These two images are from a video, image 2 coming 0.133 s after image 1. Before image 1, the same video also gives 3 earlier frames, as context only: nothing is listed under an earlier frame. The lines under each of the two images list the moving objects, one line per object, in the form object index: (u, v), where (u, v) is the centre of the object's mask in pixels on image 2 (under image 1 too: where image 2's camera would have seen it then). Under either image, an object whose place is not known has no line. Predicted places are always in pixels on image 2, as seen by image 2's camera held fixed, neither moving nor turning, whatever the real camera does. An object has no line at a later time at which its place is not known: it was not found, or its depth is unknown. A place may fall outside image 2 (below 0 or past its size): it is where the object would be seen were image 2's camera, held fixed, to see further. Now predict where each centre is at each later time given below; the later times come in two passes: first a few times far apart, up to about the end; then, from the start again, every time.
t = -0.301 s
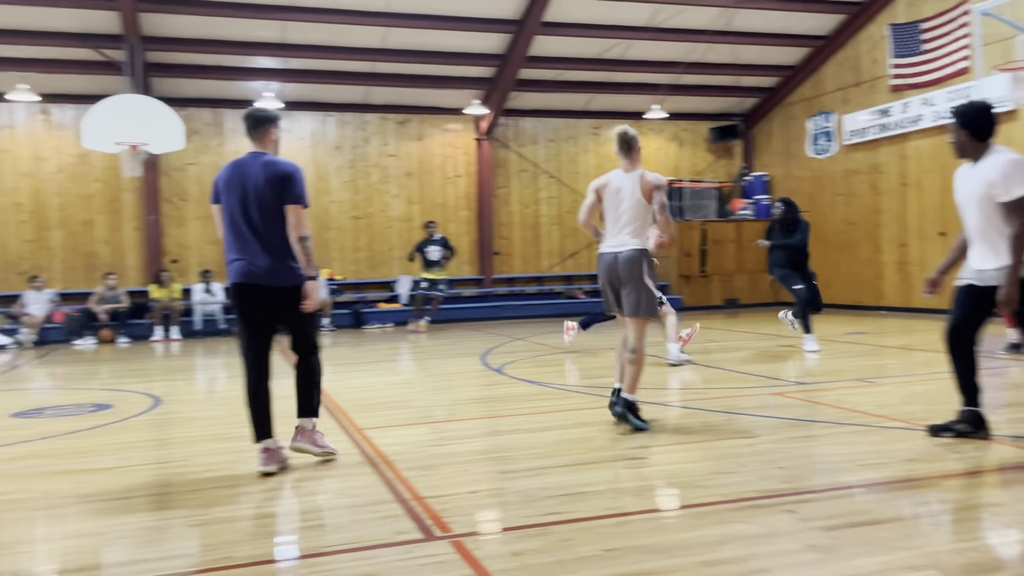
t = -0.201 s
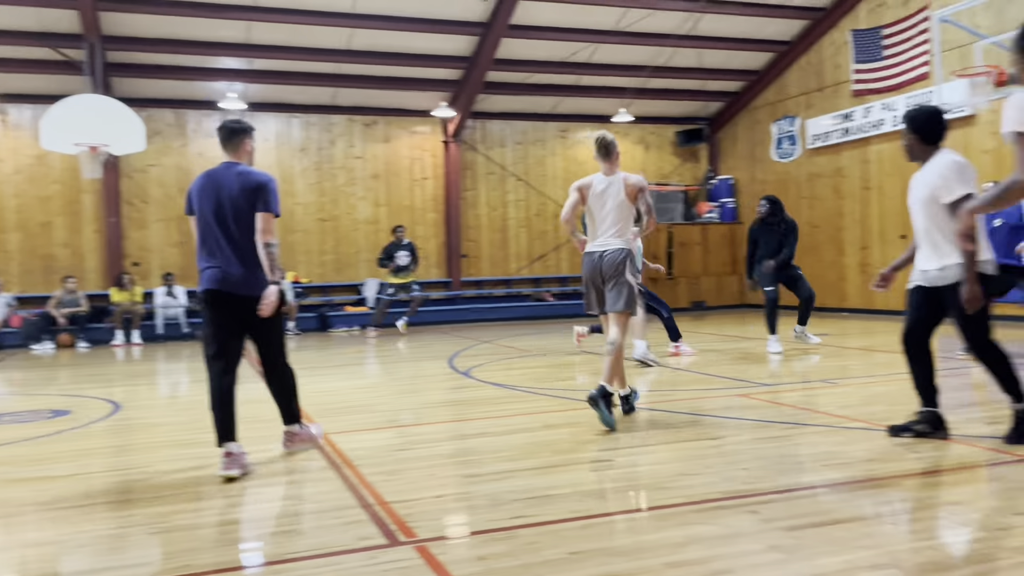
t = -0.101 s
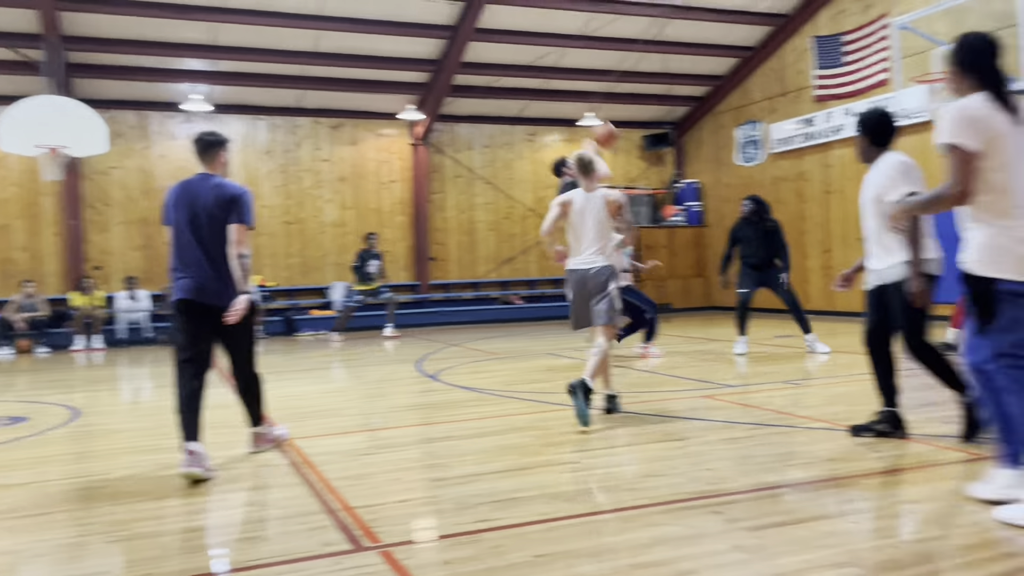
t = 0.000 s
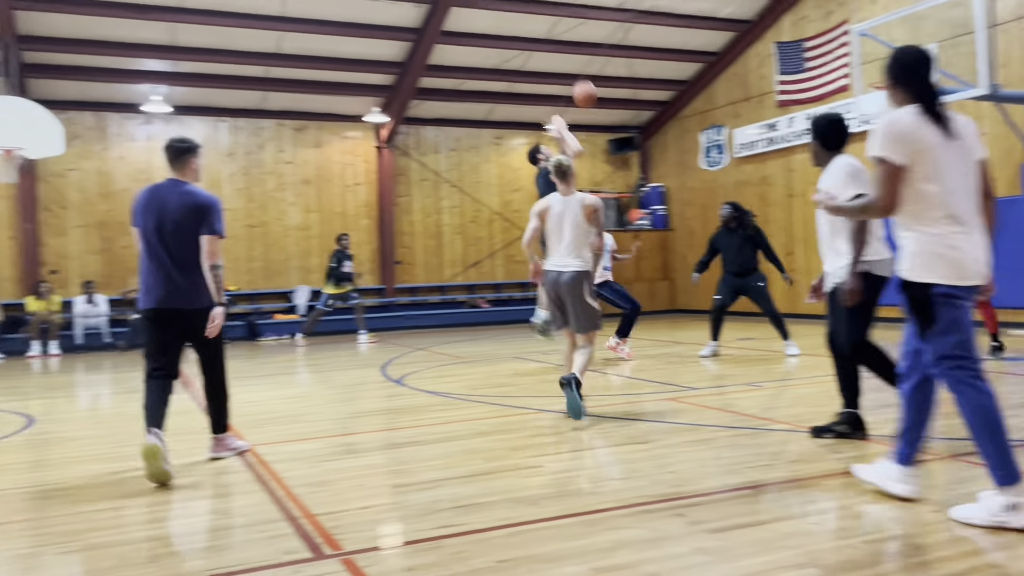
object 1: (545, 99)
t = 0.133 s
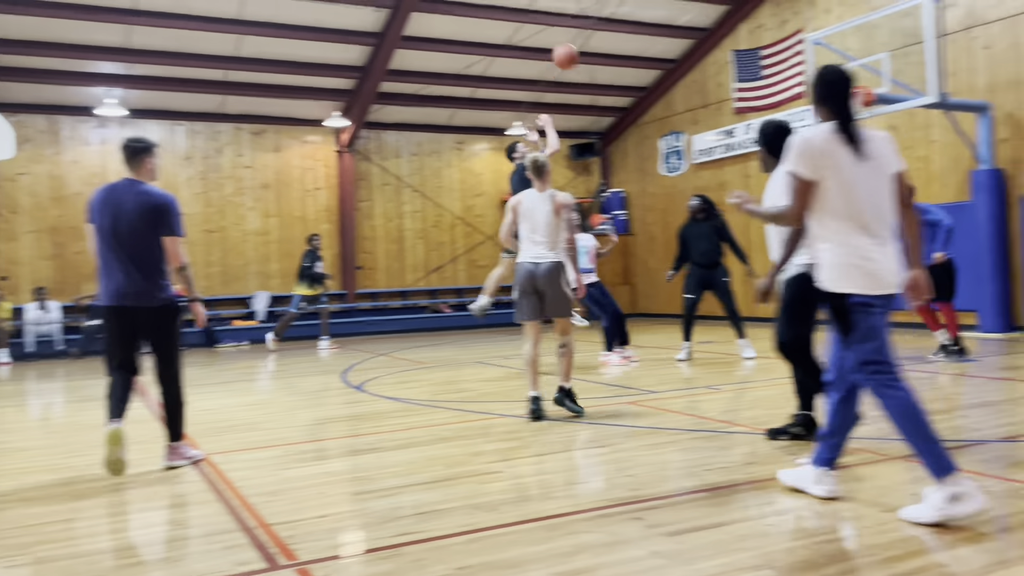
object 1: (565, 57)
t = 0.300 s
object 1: (592, 24)
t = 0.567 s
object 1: (639, 35)
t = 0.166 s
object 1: (570, 48)
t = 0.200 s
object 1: (576, 40)
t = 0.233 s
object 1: (582, 34)
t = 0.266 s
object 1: (587, 28)
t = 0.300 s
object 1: (592, 24)
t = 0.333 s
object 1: (598, 21)
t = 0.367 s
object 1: (604, 20)
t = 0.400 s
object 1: (610, 19)
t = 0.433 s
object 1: (615, 20)
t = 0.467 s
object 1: (621, 22)
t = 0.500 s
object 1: (627, 25)
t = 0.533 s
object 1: (633, 29)
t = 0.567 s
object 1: (639, 35)
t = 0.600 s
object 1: (646, 42)
